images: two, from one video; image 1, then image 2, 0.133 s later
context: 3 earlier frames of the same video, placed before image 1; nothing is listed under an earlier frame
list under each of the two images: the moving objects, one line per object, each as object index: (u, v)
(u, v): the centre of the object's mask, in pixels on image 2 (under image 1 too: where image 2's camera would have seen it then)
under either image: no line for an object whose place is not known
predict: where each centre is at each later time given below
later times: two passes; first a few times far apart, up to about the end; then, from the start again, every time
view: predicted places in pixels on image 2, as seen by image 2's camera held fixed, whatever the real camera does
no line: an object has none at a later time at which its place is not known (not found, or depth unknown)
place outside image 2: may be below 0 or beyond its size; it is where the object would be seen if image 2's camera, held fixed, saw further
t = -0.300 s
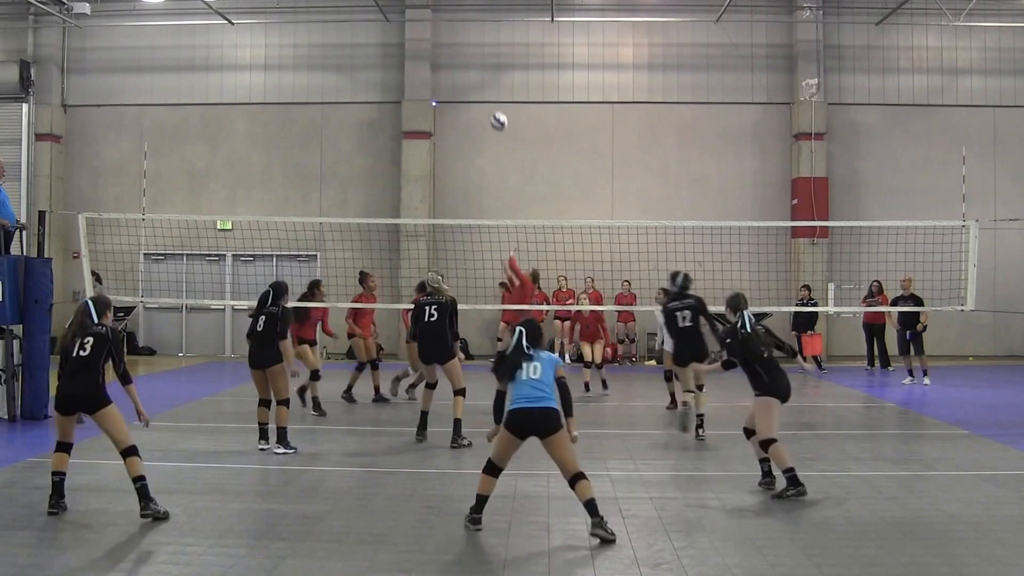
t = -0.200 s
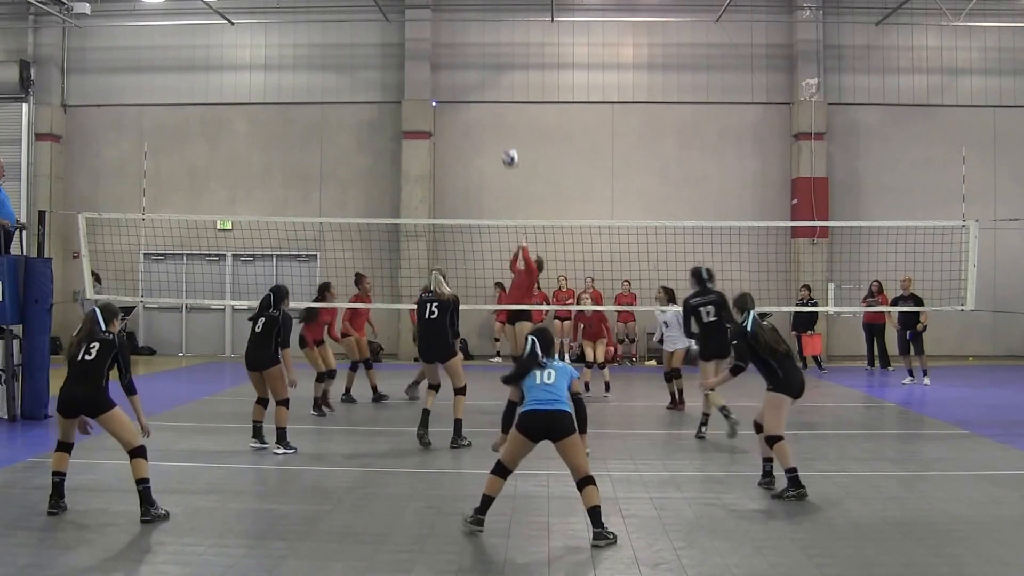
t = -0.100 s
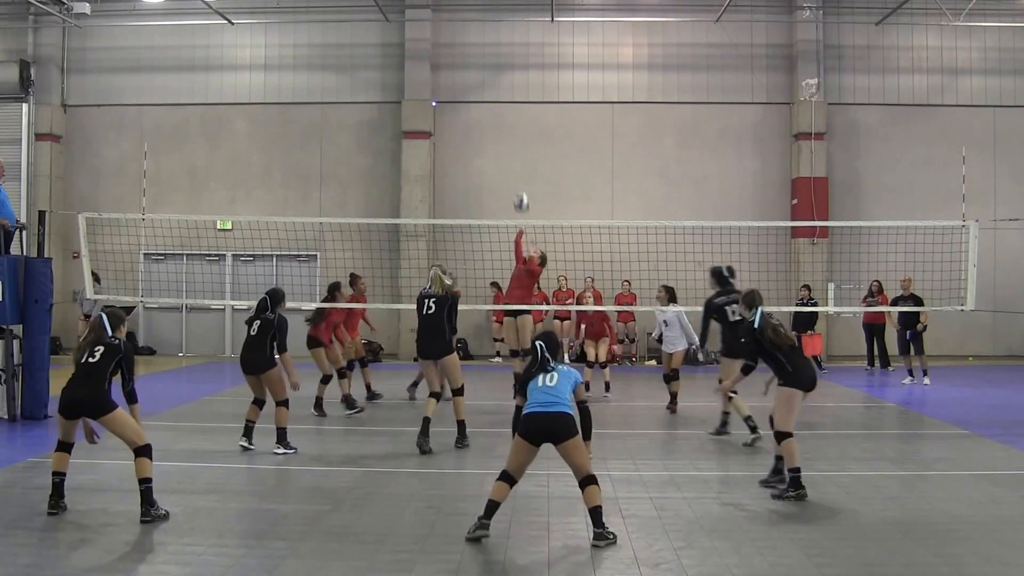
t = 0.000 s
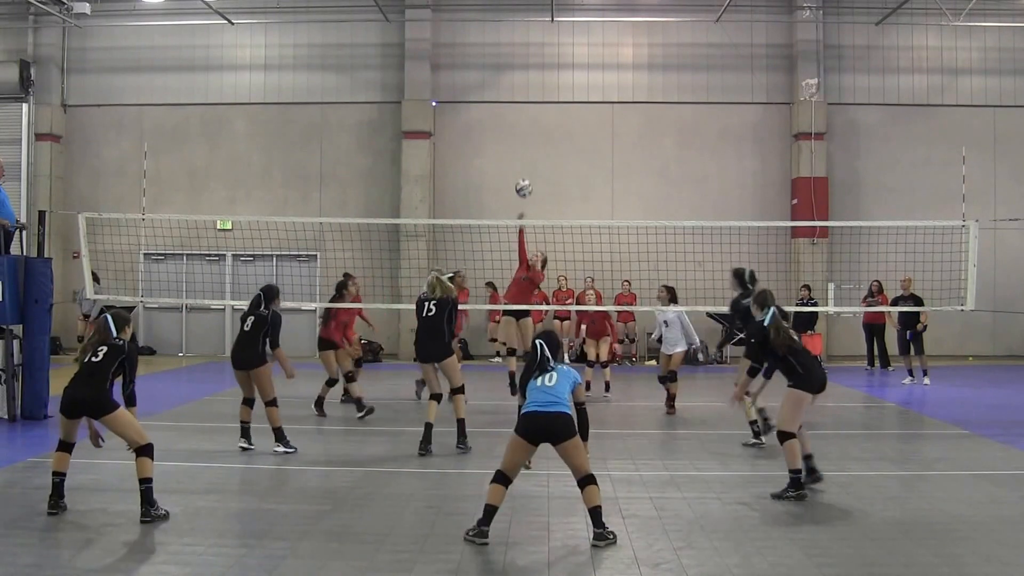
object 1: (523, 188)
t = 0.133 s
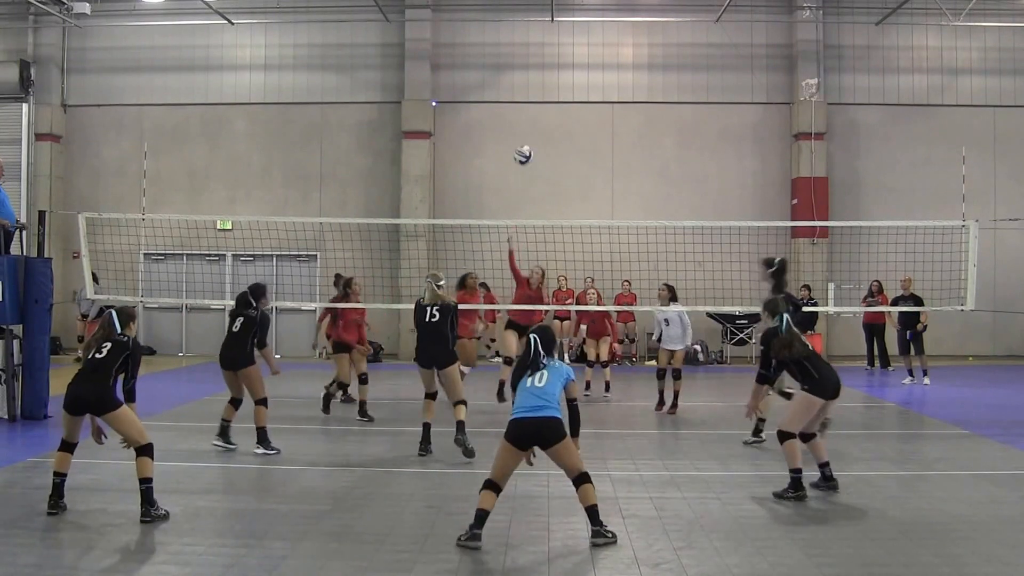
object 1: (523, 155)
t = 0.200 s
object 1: (523, 144)
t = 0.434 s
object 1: (522, 136)
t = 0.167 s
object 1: (524, 149)
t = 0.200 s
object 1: (523, 144)
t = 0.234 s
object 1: (523, 140)
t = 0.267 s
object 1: (523, 137)
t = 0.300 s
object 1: (523, 134)
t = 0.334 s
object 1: (523, 133)
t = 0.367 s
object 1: (523, 133)
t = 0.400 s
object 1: (522, 133)
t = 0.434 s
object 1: (522, 136)
